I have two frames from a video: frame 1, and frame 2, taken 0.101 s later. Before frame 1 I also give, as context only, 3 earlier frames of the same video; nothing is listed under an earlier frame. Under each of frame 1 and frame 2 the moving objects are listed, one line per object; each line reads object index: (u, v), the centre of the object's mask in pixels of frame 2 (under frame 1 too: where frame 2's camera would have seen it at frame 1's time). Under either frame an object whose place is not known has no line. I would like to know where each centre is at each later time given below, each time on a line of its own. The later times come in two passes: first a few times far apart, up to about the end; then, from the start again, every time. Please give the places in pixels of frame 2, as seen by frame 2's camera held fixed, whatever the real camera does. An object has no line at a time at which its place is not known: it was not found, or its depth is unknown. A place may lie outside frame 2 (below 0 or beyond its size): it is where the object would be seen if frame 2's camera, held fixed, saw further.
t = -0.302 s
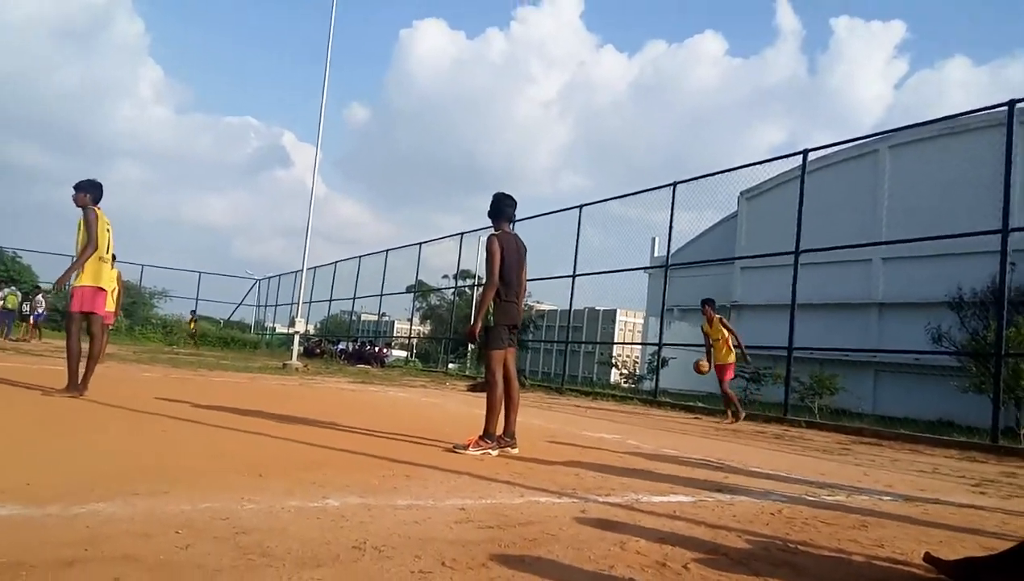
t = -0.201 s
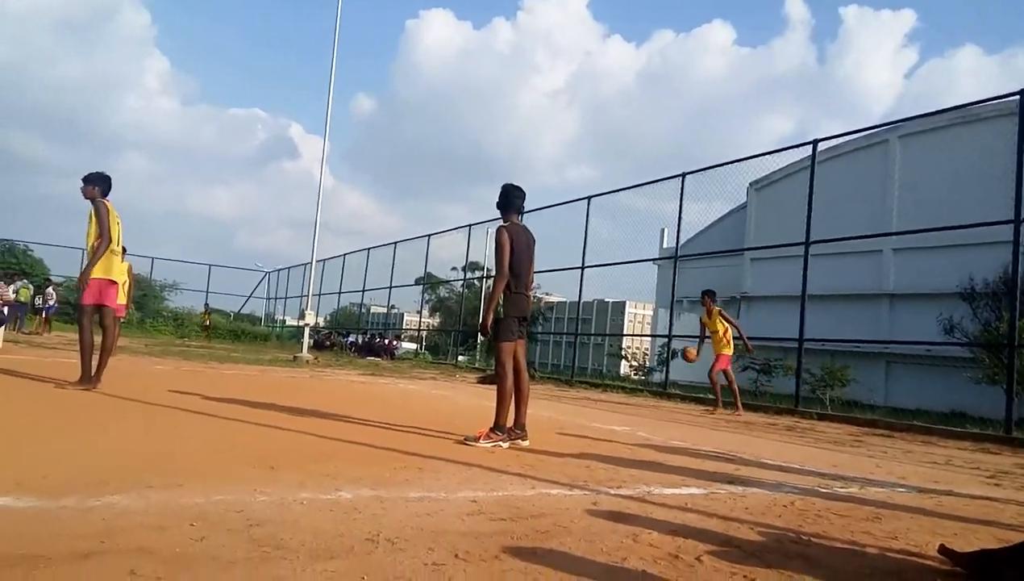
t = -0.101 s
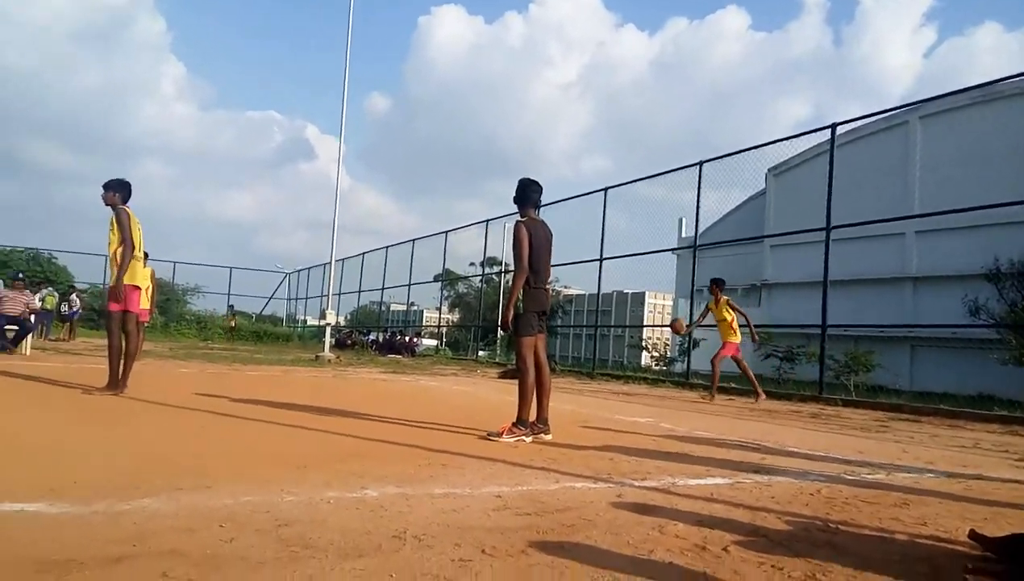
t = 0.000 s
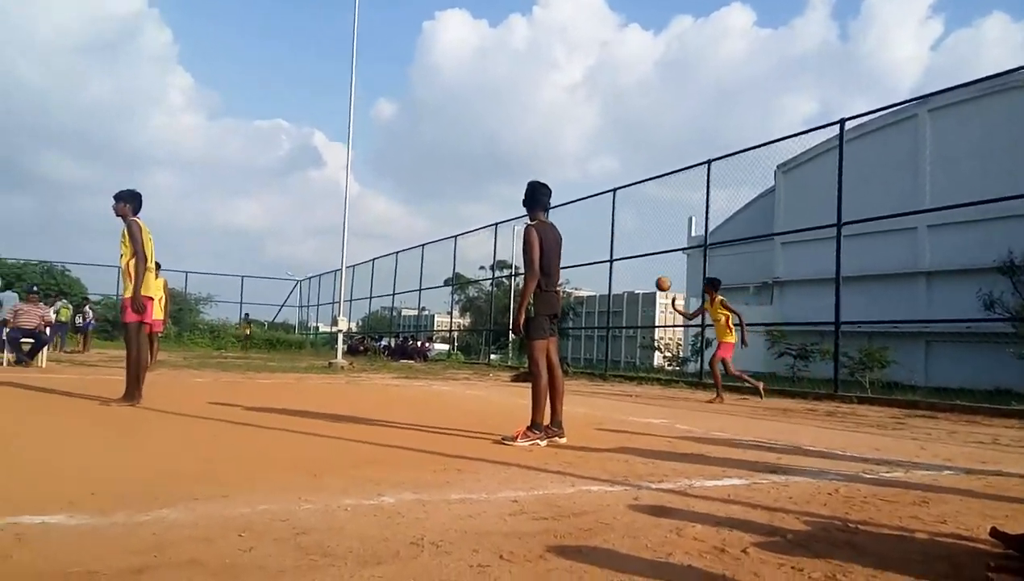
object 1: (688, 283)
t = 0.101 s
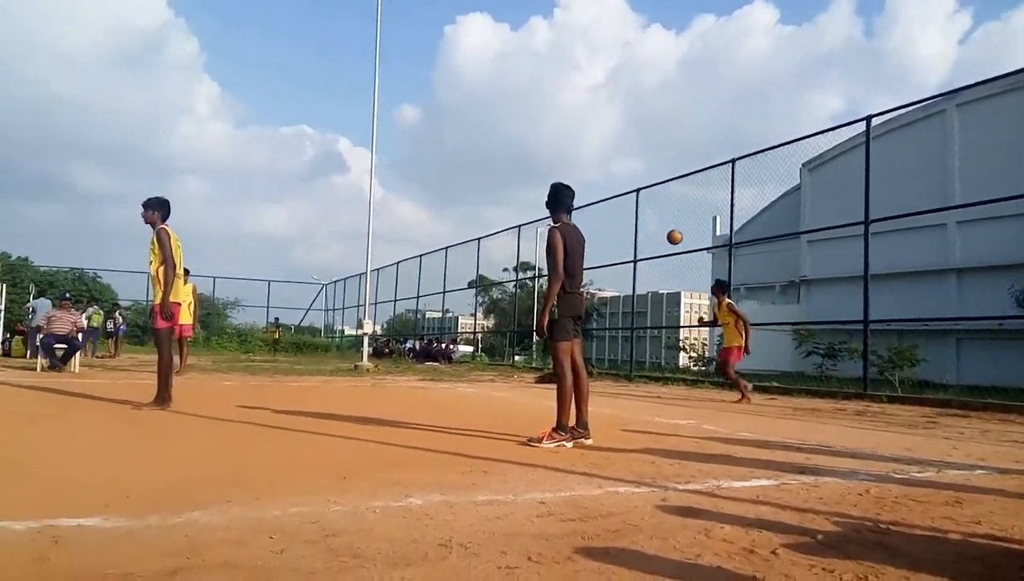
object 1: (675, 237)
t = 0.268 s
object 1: (651, 173)
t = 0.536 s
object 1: (612, 115)
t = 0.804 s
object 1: (566, 112)
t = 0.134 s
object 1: (670, 222)
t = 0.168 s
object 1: (666, 209)
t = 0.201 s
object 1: (660, 196)
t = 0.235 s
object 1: (655, 184)
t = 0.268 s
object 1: (651, 173)
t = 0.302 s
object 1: (646, 164)
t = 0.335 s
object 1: (642, 154)
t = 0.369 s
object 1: (637, 145)
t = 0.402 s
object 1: (632, 139)
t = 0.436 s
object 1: (626, 131)
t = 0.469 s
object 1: (621, 125)
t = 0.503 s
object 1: (616, 120)
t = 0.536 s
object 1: (612, 115)
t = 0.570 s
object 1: (607, 113)
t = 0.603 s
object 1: (603, 109)
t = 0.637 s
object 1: (598, 106)
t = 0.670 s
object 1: (592, 106)
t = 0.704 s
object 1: (586, 105)
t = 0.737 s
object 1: (580, 107)
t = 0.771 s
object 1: (576, 107)
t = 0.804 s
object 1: (566, 112)
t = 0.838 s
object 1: (560, 116)
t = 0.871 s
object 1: (554, 121)
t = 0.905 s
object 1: (548, 126)
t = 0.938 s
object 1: (543, 132)
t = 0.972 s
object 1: (539, 139)
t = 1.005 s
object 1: (535, 148)
